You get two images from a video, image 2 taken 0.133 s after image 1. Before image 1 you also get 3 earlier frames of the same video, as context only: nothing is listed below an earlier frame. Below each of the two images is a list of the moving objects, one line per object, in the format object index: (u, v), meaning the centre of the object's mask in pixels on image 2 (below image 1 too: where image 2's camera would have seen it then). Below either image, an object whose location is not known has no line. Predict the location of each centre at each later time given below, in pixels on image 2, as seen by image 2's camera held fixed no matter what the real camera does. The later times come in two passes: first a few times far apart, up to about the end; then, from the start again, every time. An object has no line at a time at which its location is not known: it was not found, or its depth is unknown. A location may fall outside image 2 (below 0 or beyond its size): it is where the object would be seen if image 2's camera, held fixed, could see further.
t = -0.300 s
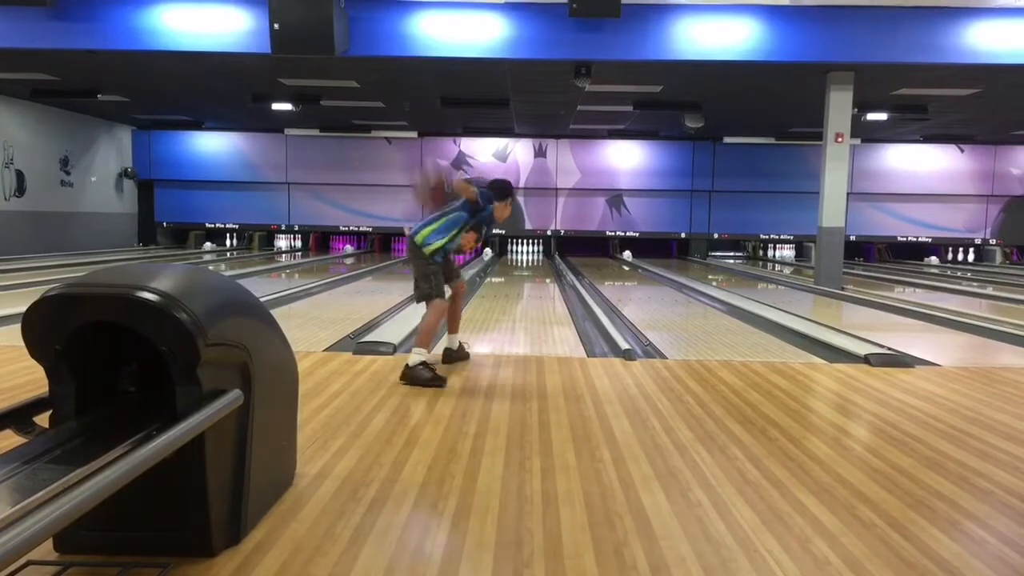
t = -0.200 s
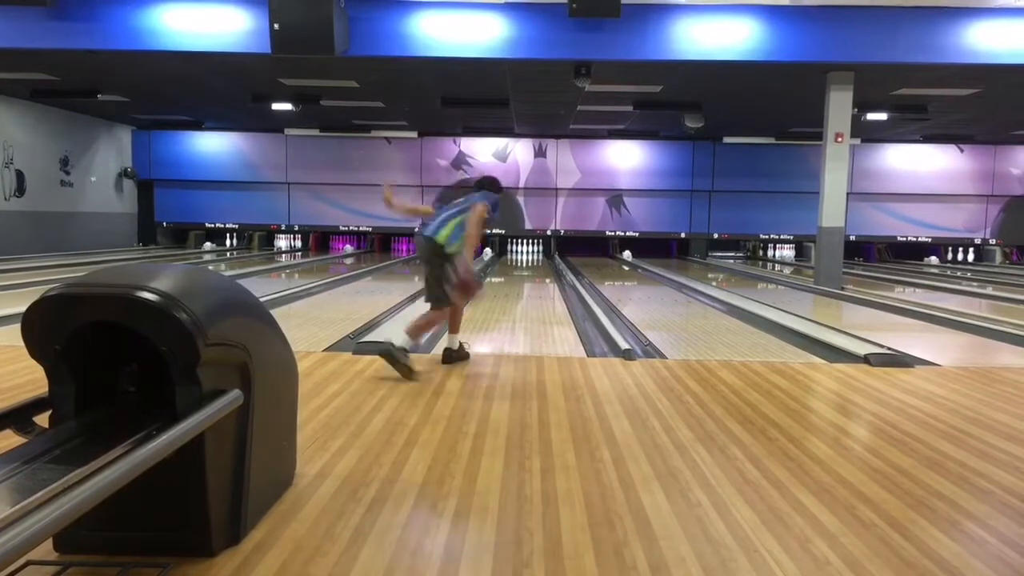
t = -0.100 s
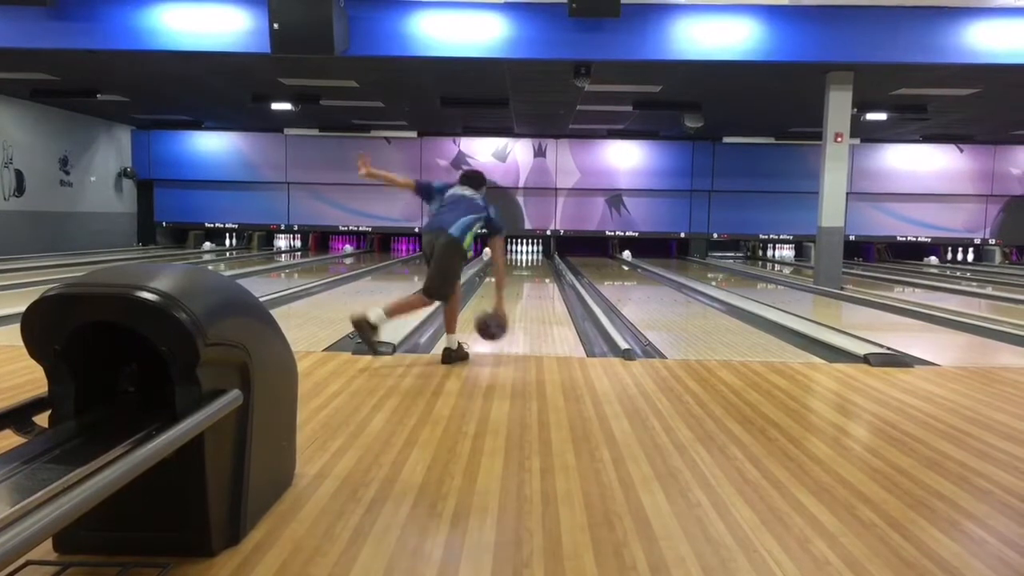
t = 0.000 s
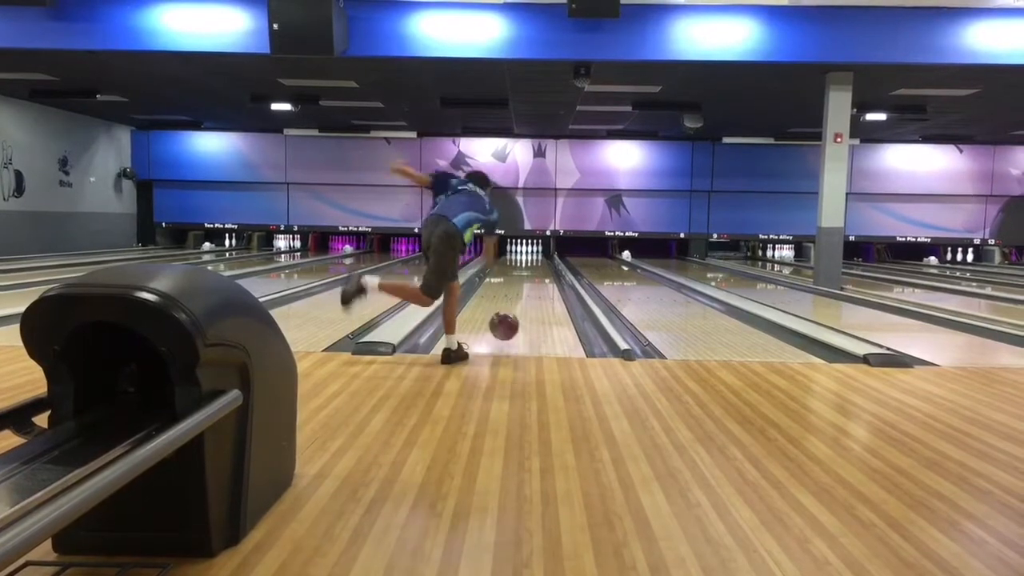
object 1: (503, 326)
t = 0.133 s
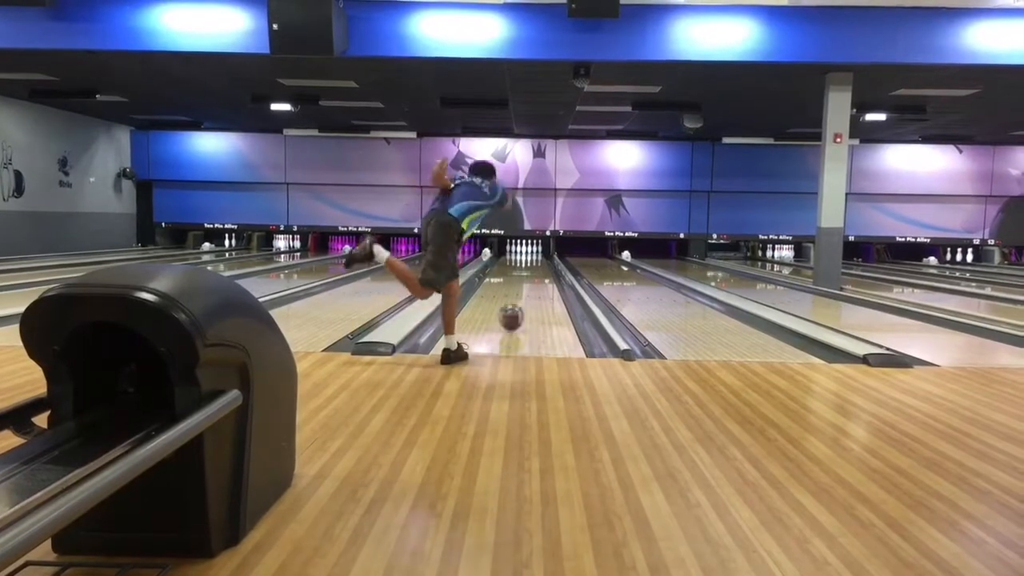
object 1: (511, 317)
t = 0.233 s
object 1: (515, 311)
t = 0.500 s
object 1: (525, 294)
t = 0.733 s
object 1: (530, 284)
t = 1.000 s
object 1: (534, 276)
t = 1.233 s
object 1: (536, 271)
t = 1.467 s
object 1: (536, 266)
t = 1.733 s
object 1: (539, 262)
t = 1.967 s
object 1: (538, 259)
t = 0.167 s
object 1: (512, 316)
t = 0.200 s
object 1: (514, 313)
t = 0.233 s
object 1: (515, 311)
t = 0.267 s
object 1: (517, 308)
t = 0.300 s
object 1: (518, 305)
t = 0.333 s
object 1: (519, 304)
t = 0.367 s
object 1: (521, 301)
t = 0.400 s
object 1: (521, 300)
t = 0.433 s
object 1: (522, 298)
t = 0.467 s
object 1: (524, 296)
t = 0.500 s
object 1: (525, 294)
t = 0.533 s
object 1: (525, 292)
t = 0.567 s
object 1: (526, 291)
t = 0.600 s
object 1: (527, 290)
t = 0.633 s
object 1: (528, 288)
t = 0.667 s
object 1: (528, 287)
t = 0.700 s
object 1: (528, 286)
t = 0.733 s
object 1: (530, 284)
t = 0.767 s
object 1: (530, 283)
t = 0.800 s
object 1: (530, 283)
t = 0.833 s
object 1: (531, 281)
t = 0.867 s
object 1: (531, 280)
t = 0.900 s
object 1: (531, 279)
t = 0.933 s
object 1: (531, 278)
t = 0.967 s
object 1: (532, 277)
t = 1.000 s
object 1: (534, 276)
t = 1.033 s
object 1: (533, 276)
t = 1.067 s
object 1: (534, 275)
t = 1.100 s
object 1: (533, 274)
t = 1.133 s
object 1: (534, 274)
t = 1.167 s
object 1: (536, 273)
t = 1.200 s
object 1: (535, 273)
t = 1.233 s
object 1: (536, 271)
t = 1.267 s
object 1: (535, 268)
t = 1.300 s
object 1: (535, 270)
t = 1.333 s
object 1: (536, 269)
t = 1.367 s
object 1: (536, 269)
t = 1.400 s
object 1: (537, 267)
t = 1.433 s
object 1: (537, 266)
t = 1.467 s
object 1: (536, 266)
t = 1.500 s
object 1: (536, 266)
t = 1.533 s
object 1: (538, 265)
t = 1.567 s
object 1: (539, 264)
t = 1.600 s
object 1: (538, 263)
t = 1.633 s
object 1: (538, 264)
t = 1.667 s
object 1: (538, 263)
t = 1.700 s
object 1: (538, 263)
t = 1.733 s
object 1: (539, 262)
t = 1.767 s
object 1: (538, 261)
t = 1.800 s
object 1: (538, 261)
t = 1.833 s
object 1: (539, 260)
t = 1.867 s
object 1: (538, 261)
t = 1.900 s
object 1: (539, 259)
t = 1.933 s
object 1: (538, 259)
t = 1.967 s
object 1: (538, 259)
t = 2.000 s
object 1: (538, 259)
